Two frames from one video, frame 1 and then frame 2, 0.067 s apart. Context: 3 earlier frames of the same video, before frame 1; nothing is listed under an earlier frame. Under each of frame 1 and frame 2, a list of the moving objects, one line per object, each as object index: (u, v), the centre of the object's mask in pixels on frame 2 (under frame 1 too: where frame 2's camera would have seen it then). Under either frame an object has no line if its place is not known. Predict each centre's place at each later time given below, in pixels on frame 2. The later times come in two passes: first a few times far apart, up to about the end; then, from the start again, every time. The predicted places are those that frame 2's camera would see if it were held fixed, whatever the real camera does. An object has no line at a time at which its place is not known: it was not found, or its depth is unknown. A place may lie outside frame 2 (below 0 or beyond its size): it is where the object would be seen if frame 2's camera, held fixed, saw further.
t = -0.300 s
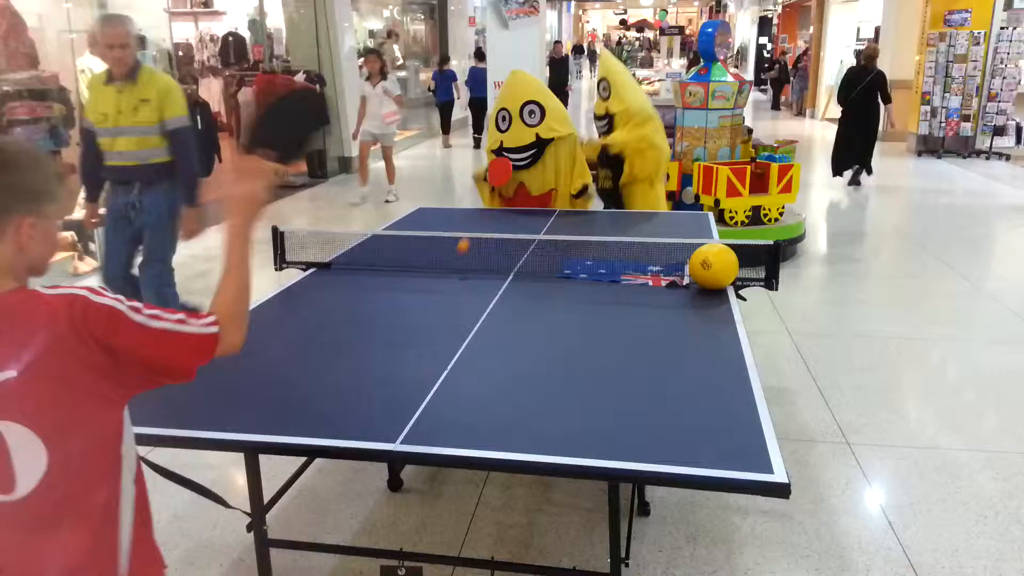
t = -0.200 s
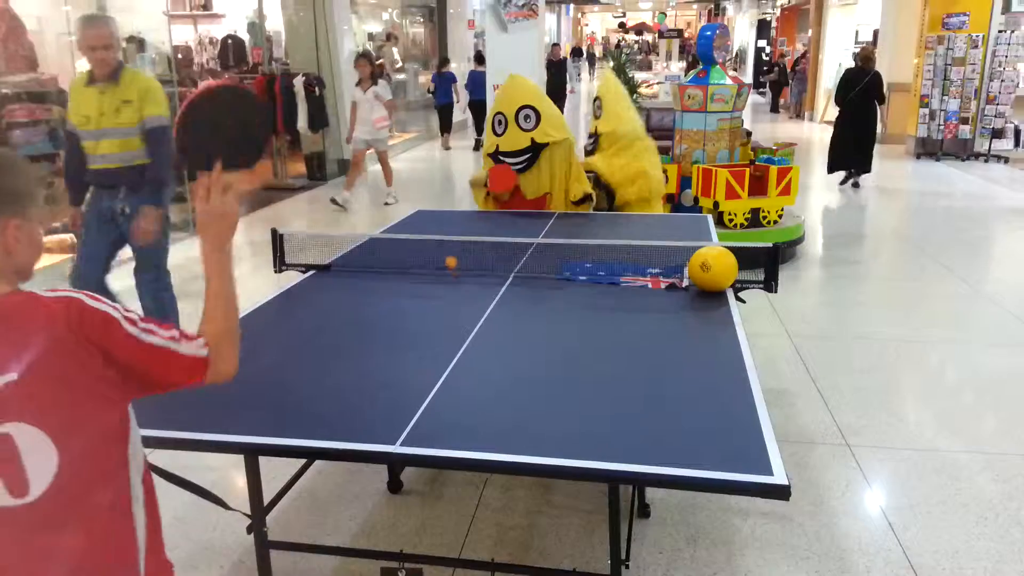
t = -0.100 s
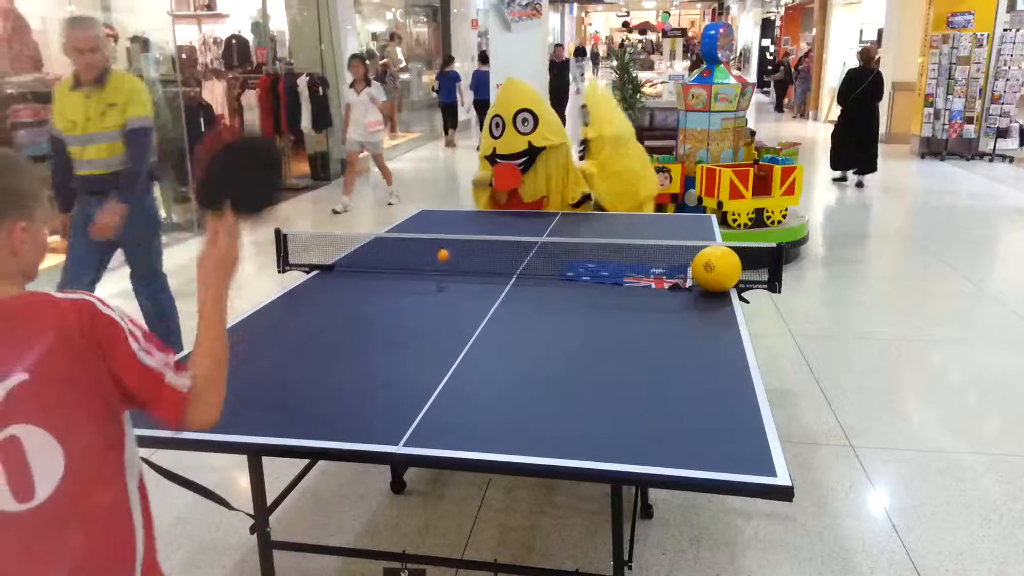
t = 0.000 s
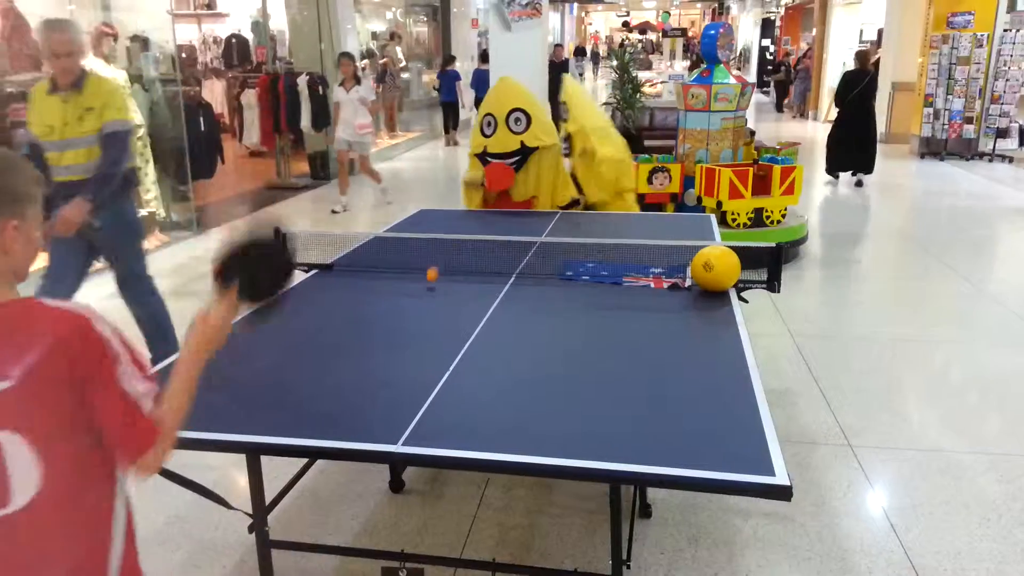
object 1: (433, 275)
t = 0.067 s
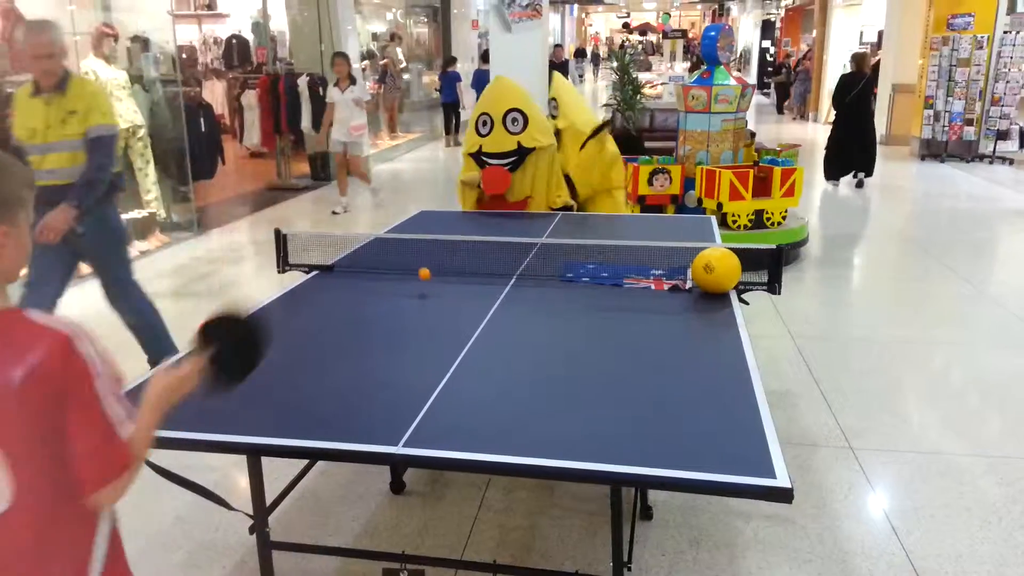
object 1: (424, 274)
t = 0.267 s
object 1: (400, 291)
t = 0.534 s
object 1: (364, 297)
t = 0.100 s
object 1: (419, 271)
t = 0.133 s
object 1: (416, 271)
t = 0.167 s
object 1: (412, 274)
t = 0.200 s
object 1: (408, 279)
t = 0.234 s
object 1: (404, 289)
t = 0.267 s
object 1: (400, 291)
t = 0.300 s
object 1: (395, 285)
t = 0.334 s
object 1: (391, 284)
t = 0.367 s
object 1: (386, 285)
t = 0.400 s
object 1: (382, 290)
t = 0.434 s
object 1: (378, 299)
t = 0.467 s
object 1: (373, 302)
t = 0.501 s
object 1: (369, 298)
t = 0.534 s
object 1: (364, 297)
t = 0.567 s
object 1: (359, 299)
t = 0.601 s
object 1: (354, 305)
